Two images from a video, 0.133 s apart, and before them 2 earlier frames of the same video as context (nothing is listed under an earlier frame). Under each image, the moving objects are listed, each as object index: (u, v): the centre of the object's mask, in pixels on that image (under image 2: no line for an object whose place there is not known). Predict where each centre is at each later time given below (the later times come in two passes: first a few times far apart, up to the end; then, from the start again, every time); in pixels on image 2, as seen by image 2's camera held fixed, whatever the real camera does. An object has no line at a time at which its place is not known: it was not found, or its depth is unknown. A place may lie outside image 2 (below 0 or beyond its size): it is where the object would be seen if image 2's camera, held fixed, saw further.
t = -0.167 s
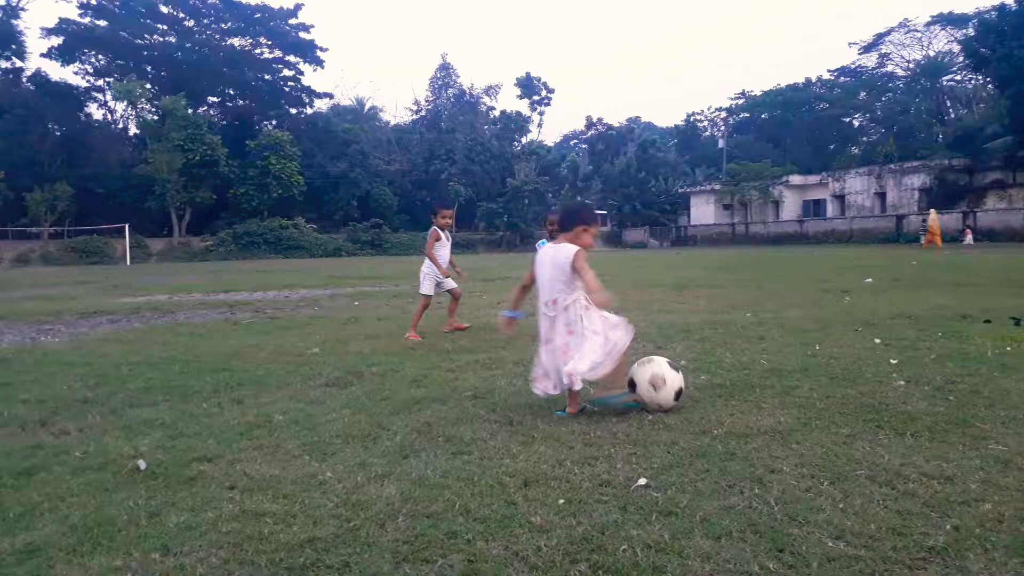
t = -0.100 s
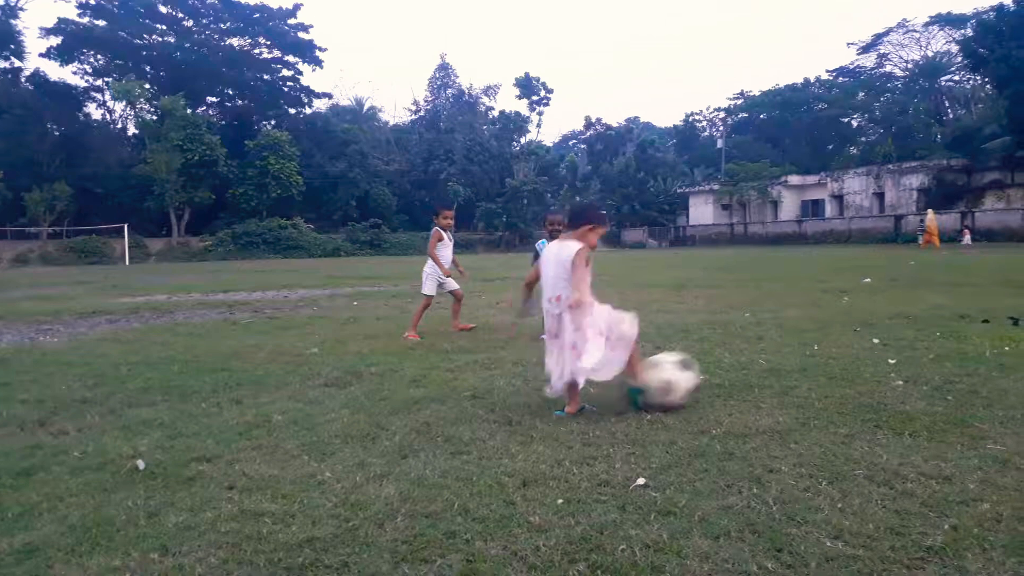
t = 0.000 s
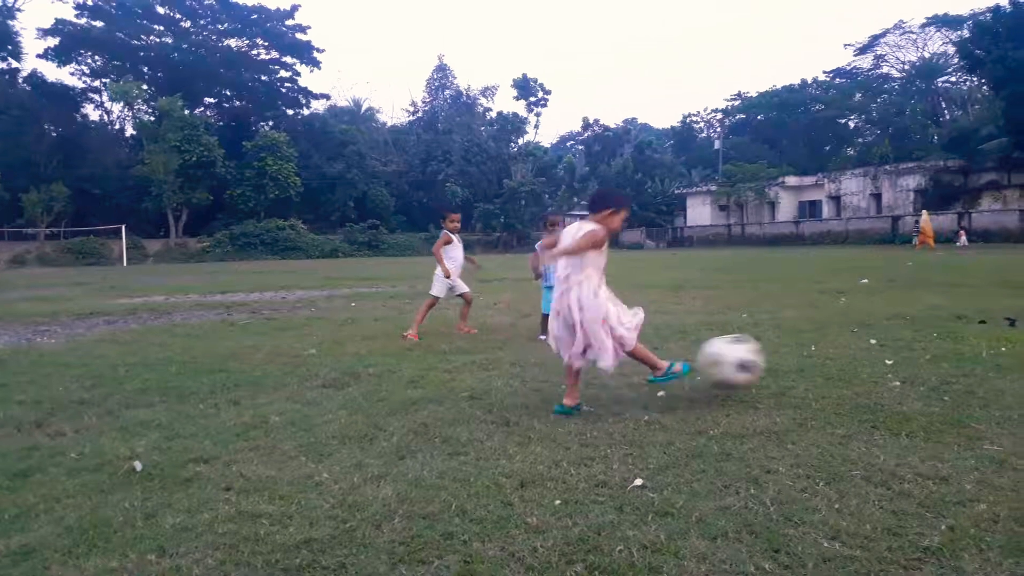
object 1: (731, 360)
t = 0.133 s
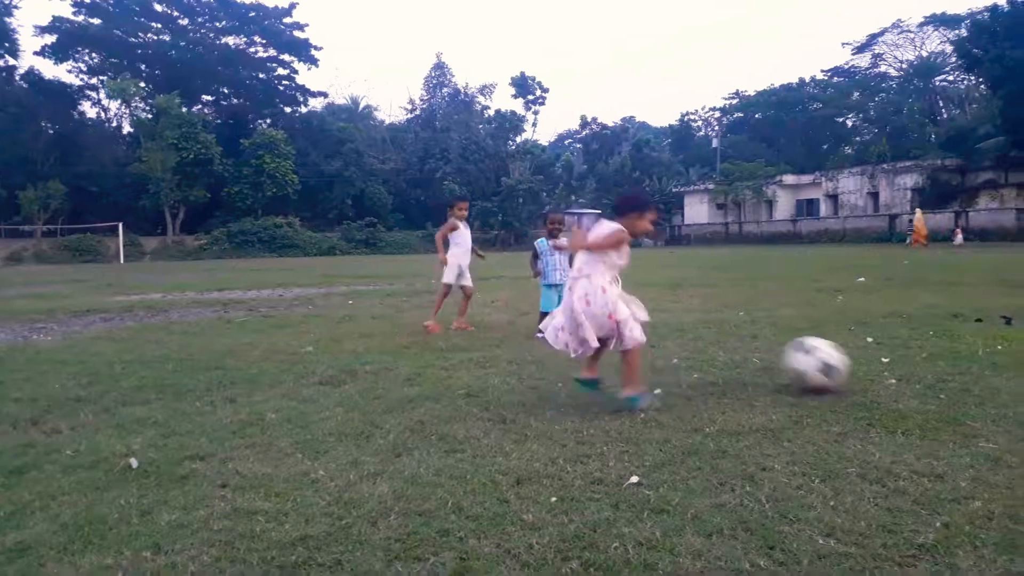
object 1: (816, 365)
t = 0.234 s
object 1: (860, 357)
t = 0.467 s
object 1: (942, 359)
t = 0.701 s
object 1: (1023, 363)
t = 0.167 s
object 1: (836, 367)
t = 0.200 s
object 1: (849, 361)
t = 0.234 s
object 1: (860, 357)
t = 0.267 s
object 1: (872, 356)
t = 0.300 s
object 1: (884, 356)
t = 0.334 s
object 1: (896, 359)
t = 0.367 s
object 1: (907, 363)
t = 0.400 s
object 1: (919, 361)
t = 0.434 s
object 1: (932, 358)
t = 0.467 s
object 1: (942, 359)
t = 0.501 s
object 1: (955, 360)
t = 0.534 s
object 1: (967, 362)
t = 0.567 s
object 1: (979, 363)
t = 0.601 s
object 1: (990, 361)
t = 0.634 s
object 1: (1001, 361)
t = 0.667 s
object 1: (1011, 361)
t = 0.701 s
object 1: (1023, 363)
